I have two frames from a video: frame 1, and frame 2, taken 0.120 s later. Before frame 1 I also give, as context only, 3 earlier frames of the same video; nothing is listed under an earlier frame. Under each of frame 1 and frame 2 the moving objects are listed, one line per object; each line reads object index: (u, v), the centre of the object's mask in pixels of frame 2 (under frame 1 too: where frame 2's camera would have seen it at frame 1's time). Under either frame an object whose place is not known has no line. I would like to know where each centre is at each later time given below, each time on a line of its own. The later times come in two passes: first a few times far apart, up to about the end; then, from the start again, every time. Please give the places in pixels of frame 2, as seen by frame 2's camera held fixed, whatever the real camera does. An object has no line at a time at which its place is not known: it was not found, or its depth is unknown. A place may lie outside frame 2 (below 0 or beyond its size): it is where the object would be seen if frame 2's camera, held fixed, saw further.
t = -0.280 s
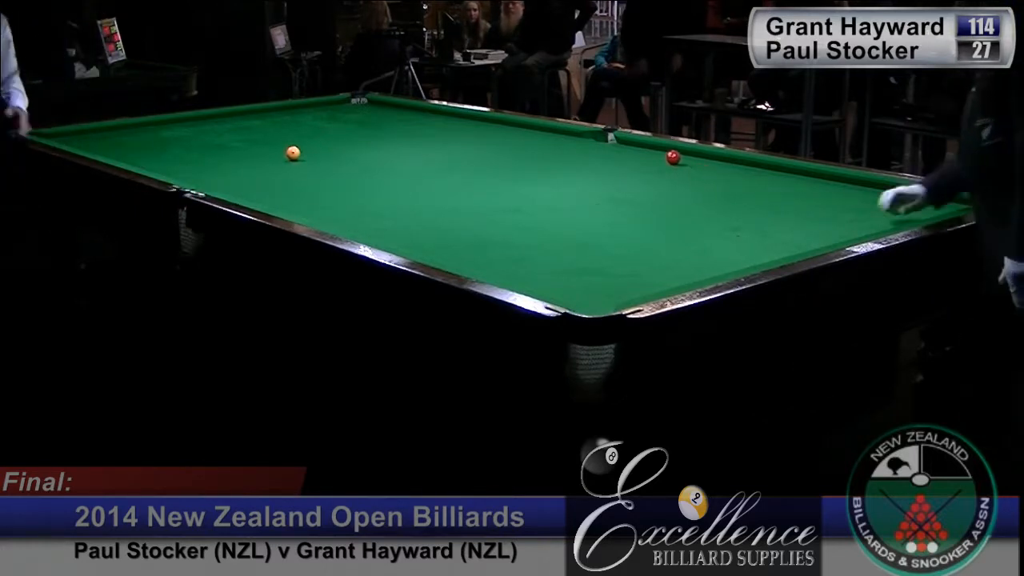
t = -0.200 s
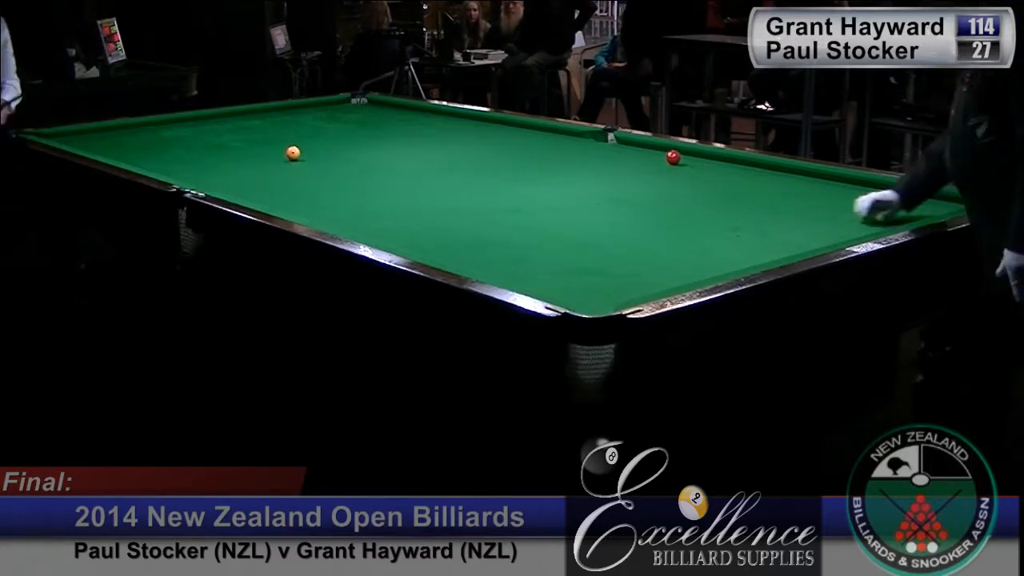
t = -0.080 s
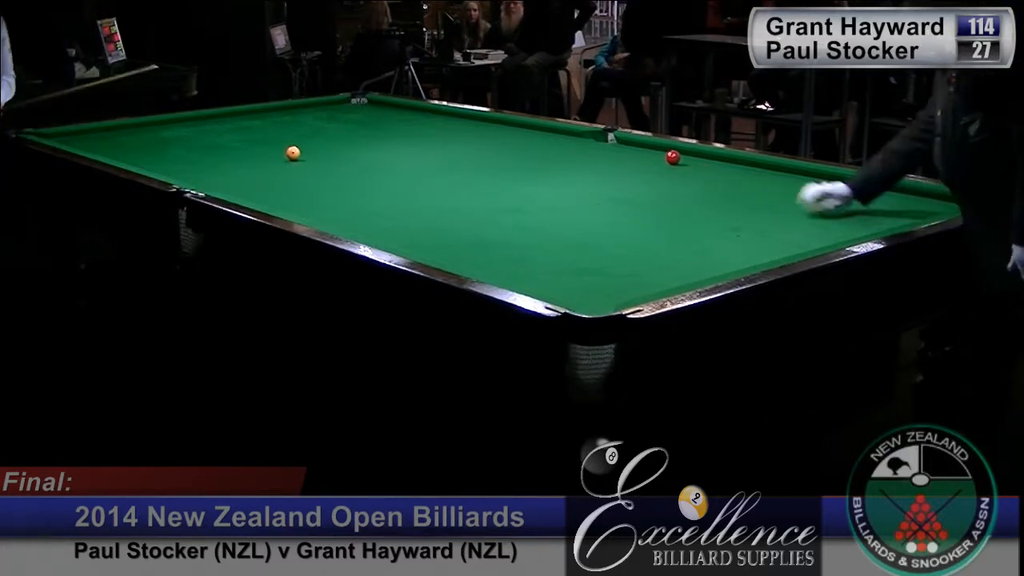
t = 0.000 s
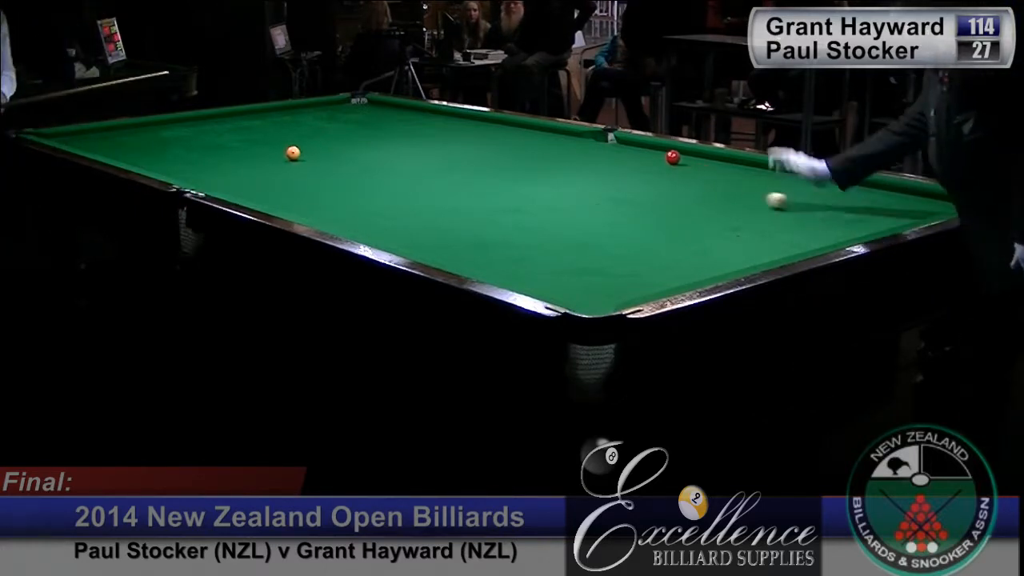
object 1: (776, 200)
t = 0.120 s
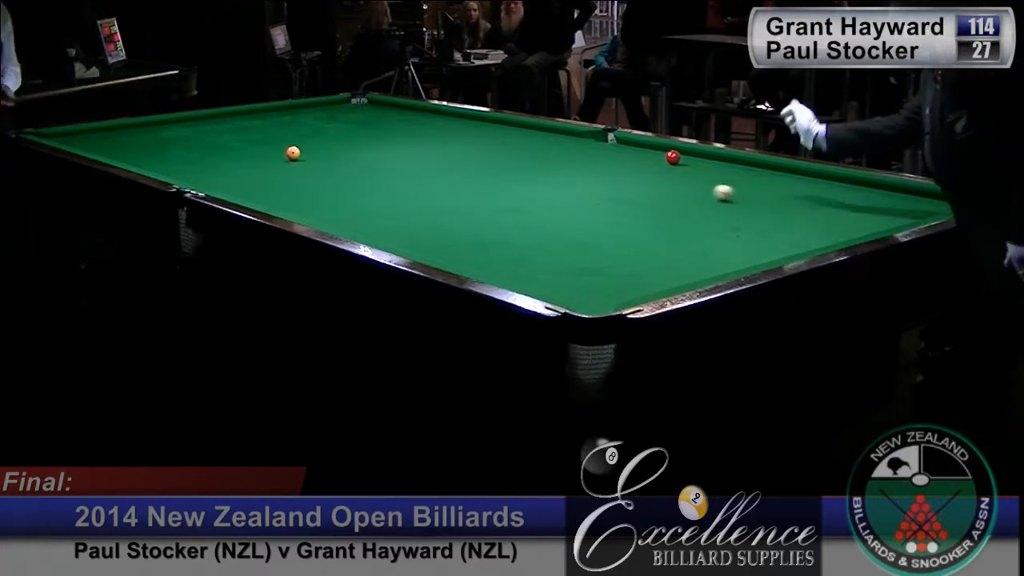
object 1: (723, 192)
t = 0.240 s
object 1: (676, 185)
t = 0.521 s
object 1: (575, 171)
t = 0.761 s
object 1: (499, 160)
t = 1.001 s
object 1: (432, 151)
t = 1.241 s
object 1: (372, 143)
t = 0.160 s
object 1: (707, 190)
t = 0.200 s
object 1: (691, 188)
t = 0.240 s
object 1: (676, 185)
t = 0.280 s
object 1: (661, 183)
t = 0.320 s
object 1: (646, 181)
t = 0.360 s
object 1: (631, 179)
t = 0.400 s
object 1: (617, 177)
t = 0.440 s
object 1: (602, 175)
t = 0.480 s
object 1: (589, 173)
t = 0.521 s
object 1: (575, 171)
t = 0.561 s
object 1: (562, 169)
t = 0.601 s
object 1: (549, 167)
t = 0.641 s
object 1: (536, 165)
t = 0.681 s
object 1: (523, 164)
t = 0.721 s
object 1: (511, 162)
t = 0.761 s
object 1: (499, 160)
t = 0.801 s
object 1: (487, 159)
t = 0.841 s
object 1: (476, 157)
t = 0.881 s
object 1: (464, 156)
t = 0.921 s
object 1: (453, 154)
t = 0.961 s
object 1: (443, 152)
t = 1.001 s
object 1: (432, 151)
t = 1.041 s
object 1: (421, 150)
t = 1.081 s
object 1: (411, 148)
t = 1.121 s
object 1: (401, 147)
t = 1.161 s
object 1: (391, 146)
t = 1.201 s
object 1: (381, 144)
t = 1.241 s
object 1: (372, 143)
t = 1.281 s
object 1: (362, 142)
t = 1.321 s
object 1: (353, 141)
